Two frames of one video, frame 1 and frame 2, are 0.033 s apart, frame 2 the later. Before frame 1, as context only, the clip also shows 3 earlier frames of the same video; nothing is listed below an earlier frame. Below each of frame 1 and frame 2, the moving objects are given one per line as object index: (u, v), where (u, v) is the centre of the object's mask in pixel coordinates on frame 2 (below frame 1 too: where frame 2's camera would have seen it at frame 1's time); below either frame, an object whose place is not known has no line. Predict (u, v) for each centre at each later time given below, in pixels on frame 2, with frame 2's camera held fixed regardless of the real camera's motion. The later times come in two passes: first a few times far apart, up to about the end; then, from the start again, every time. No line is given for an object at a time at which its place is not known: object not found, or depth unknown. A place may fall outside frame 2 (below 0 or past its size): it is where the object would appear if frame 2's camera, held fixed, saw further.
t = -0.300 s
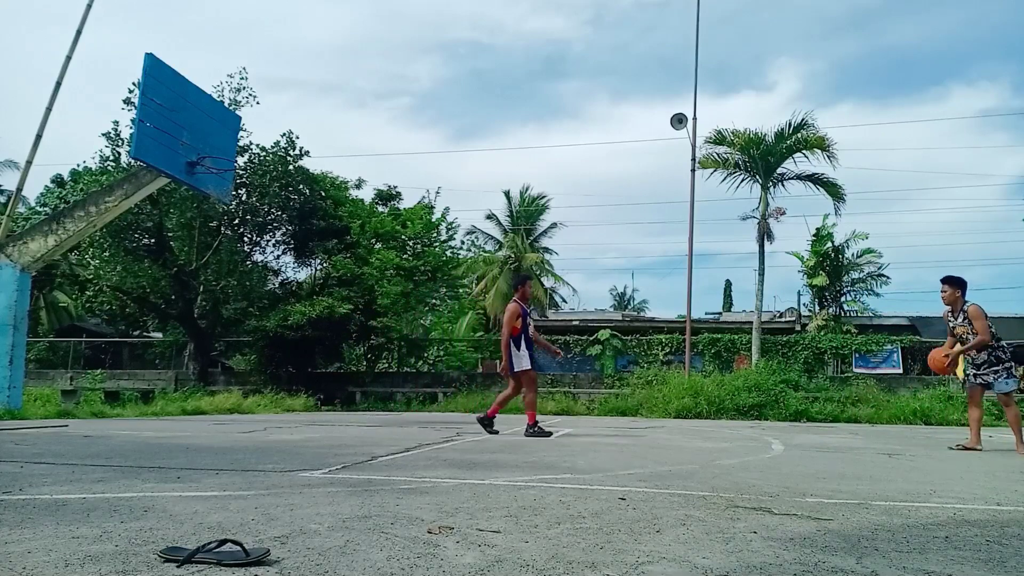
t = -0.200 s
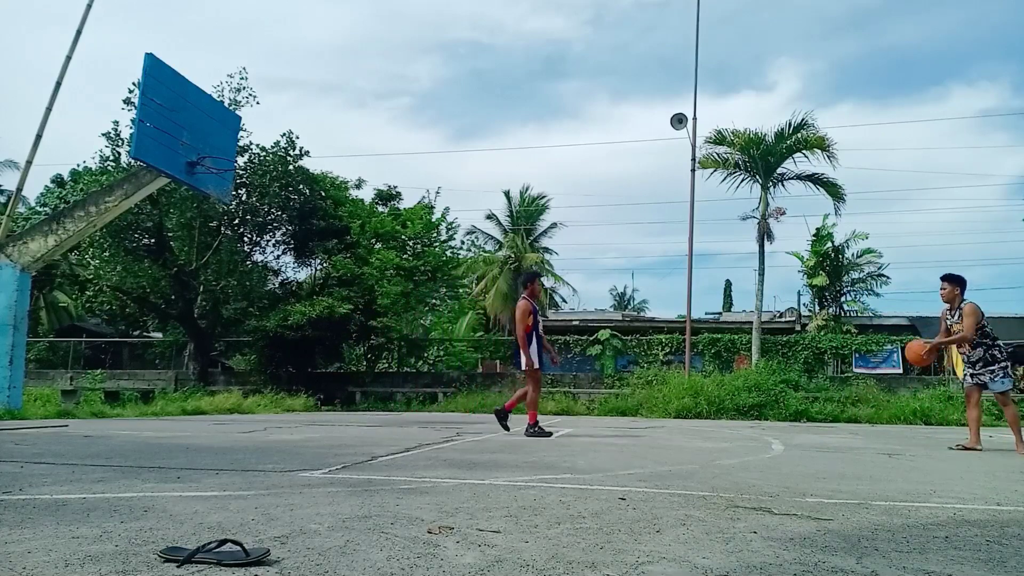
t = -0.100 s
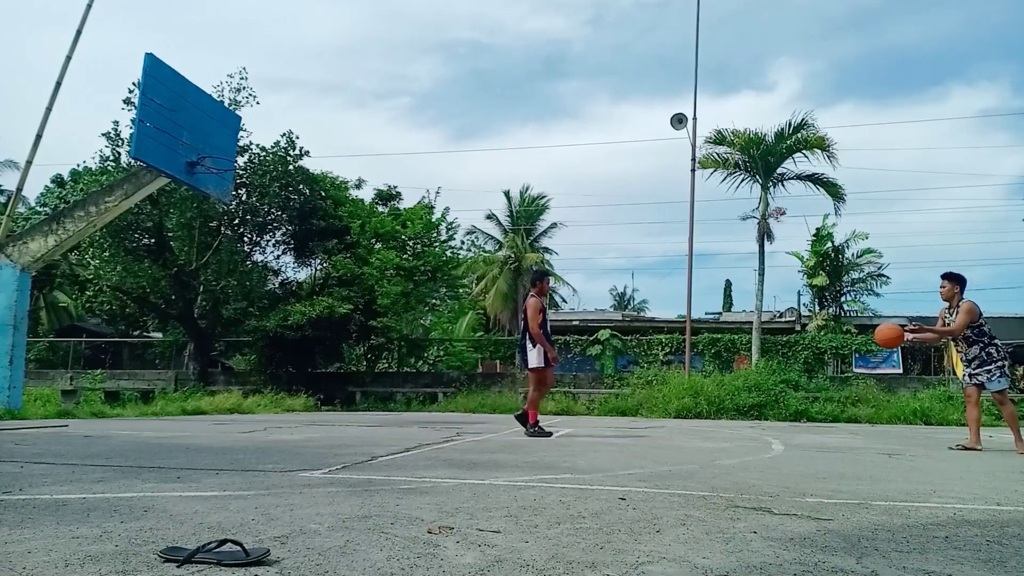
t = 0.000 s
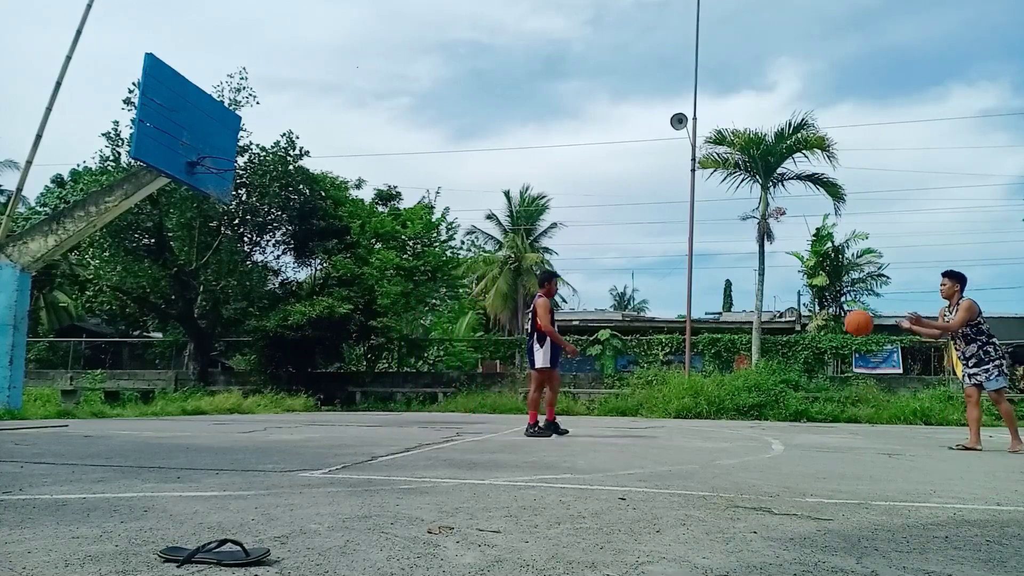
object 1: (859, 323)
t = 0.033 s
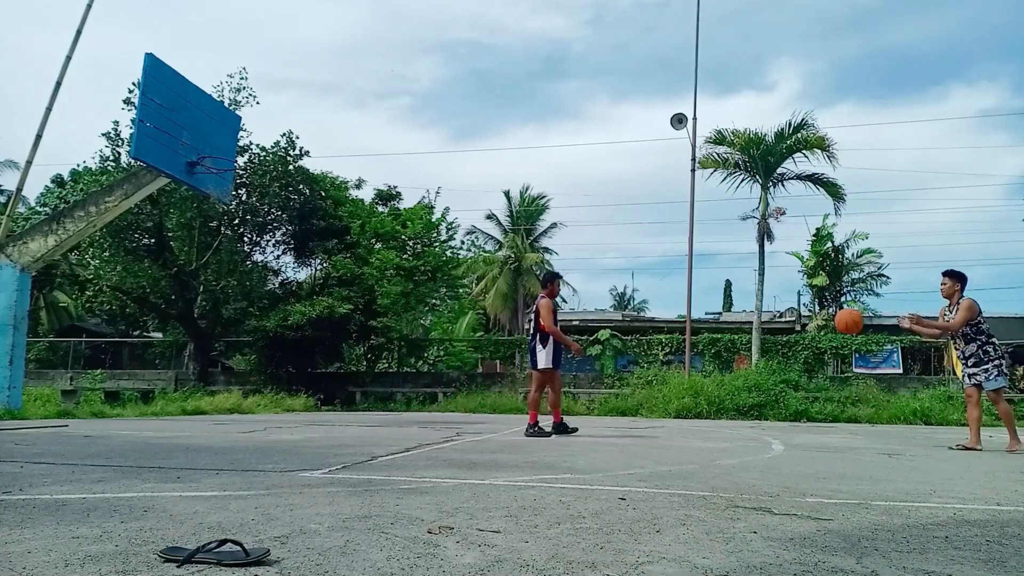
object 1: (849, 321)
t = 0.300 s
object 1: (774, 350)
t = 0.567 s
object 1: (708, 412)
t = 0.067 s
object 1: (839, 321)
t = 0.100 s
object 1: (829, 321)
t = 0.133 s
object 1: (820, 323)
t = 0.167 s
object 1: (811, 326)
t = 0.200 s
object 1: (801, 330)
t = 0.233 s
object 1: (792, 336)
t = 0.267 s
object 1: (783, 342)
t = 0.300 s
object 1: (774, 350)
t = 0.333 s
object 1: (765, 359)
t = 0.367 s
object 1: (756, 369)
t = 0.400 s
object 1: (747, 380)
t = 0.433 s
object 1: (739, 392)
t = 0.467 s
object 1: (731, 405)
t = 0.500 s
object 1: (722, 419)
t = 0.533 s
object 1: (715, 426)
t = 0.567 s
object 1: (708, 412)
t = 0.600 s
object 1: (701, 400)
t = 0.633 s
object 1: (694, 388)
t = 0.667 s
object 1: (687, 379)
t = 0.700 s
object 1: (680, 370)
